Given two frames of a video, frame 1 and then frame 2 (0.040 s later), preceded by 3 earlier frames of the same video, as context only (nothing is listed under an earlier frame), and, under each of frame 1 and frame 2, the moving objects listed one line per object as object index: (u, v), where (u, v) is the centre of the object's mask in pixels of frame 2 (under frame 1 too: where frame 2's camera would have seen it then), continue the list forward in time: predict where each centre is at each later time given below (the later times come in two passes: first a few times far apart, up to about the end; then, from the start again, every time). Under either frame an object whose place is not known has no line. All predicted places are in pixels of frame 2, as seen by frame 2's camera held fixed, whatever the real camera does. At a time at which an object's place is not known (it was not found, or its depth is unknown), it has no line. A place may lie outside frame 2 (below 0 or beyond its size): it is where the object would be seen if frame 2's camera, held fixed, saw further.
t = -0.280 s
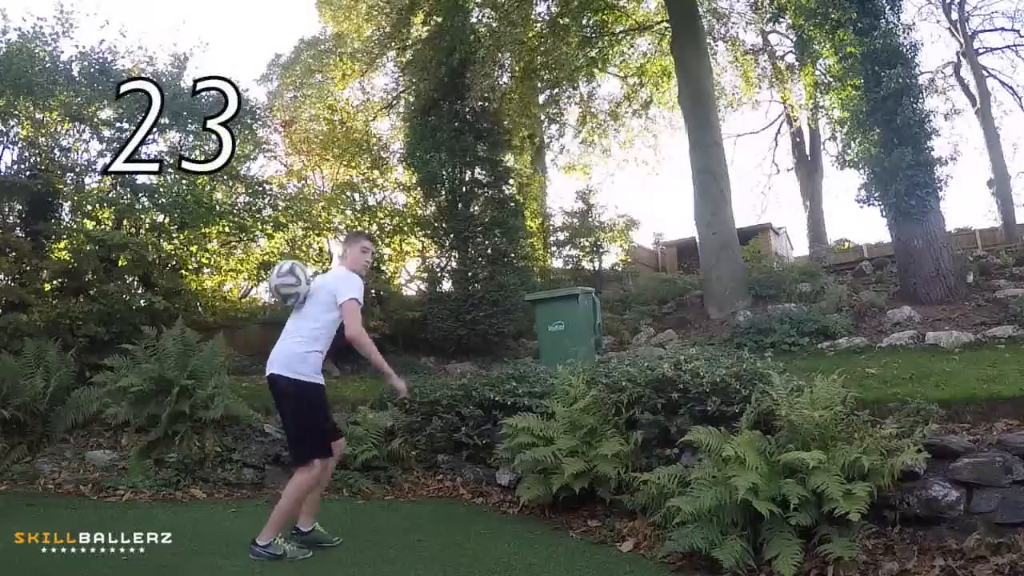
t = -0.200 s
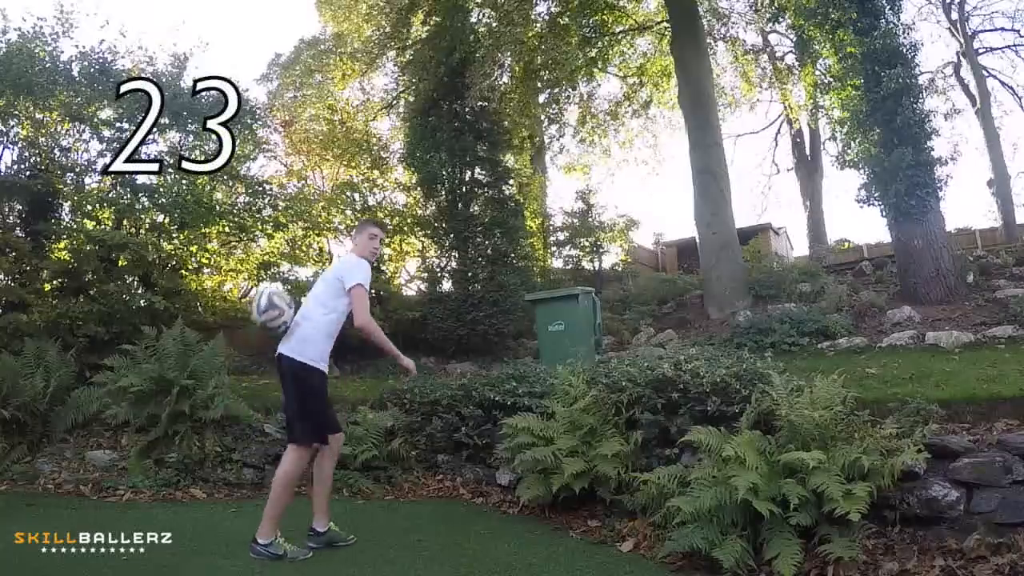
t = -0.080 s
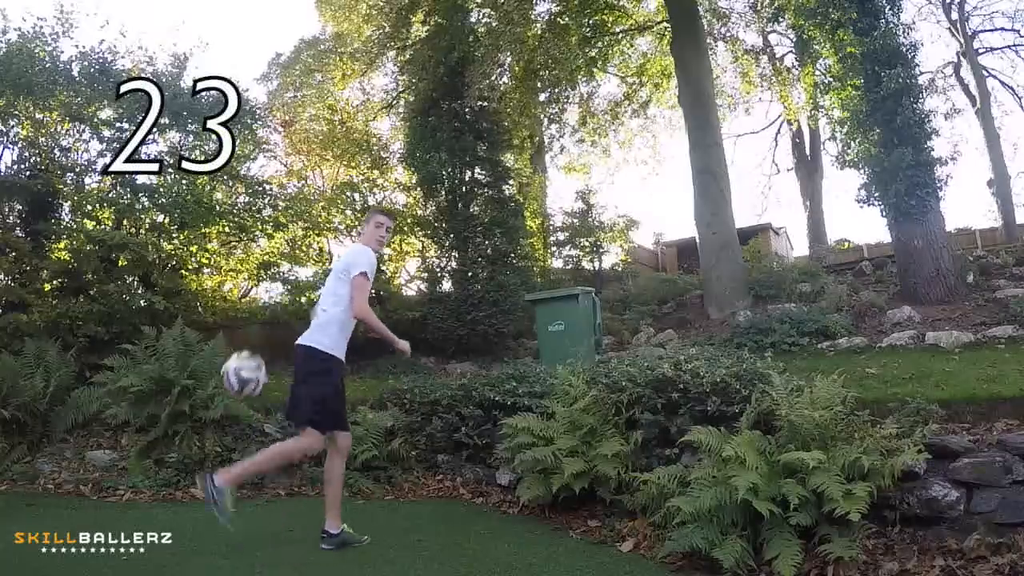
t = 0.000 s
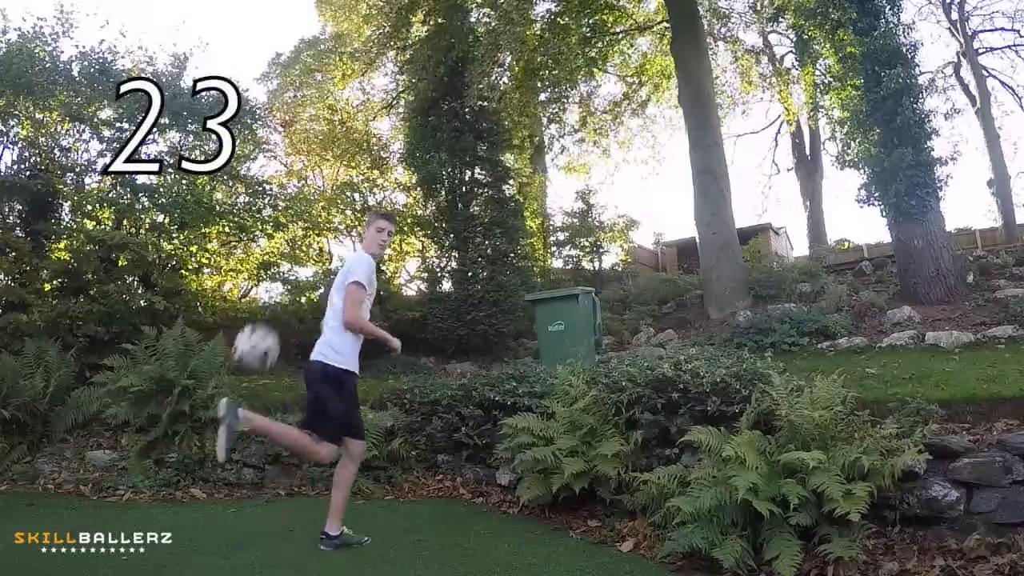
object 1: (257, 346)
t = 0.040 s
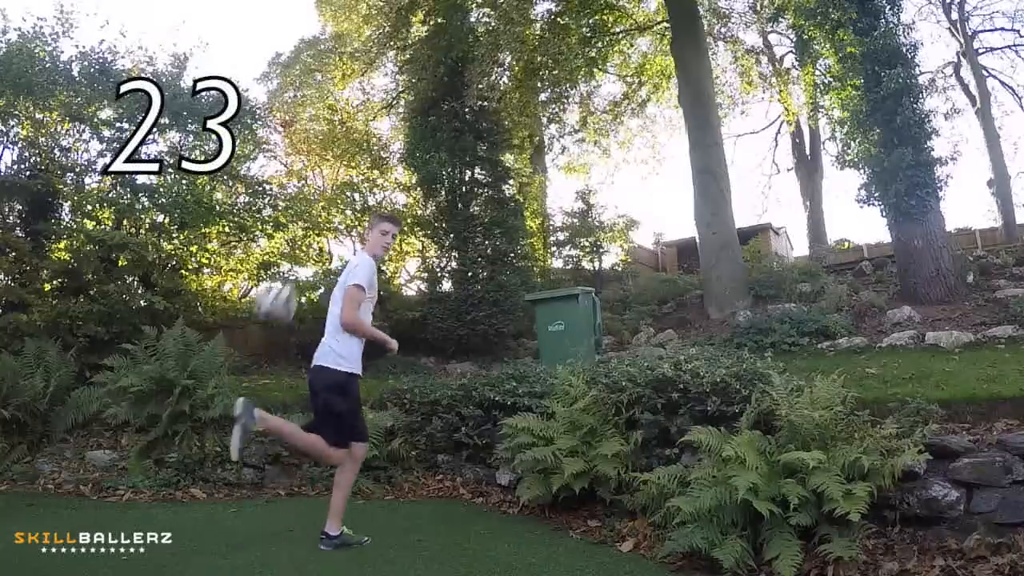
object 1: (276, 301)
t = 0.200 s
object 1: (356, 142)
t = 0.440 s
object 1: (430, 56)
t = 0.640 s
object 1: (470, 46)
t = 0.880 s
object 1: (508, 80)
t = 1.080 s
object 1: (534, 142)
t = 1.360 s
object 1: (567, 276)
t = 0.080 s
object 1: (303, 240)
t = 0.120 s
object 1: (319, 209)
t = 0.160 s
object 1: (342, 165)
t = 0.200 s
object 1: (356, 142)
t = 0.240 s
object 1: (370, 123)
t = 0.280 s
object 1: (387, 98)
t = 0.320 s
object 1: (399, 85)
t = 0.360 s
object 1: (413, 70)
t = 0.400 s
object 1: (421, 63)
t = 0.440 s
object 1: (430, 56)
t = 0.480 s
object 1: (441, 49)
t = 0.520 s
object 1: (448, 47)
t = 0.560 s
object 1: (458, 45)
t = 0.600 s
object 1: (464, 45)
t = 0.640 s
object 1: (470, 46)
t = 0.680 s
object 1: (478, 48)
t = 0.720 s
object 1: (484, 52)
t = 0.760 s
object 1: (488, 55)
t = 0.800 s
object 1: (497, 64)
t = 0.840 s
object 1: (501, 70)
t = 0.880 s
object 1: (508, 80)
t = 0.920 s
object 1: (512, 89)
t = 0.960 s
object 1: (517, 98)
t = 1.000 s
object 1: (524, 114)
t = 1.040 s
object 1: (528, 124)
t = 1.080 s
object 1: (534, 142)
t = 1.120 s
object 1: (537, 157)
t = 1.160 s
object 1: (541, 170)
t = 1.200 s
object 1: (548, 195)
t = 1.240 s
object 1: (553, 211)
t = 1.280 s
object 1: (560, 237)
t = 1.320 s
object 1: (563, 256)
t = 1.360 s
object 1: (567, 276)
